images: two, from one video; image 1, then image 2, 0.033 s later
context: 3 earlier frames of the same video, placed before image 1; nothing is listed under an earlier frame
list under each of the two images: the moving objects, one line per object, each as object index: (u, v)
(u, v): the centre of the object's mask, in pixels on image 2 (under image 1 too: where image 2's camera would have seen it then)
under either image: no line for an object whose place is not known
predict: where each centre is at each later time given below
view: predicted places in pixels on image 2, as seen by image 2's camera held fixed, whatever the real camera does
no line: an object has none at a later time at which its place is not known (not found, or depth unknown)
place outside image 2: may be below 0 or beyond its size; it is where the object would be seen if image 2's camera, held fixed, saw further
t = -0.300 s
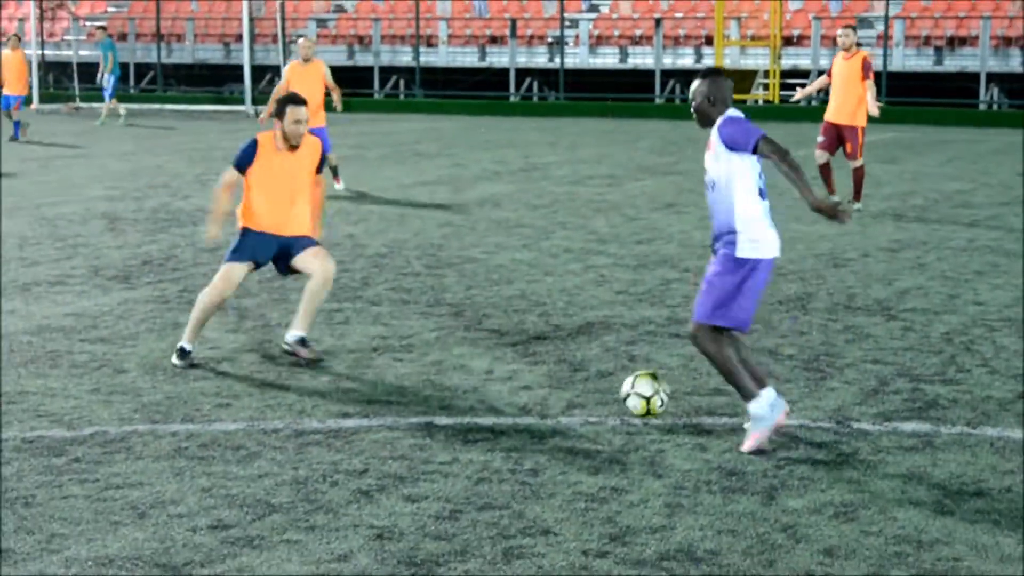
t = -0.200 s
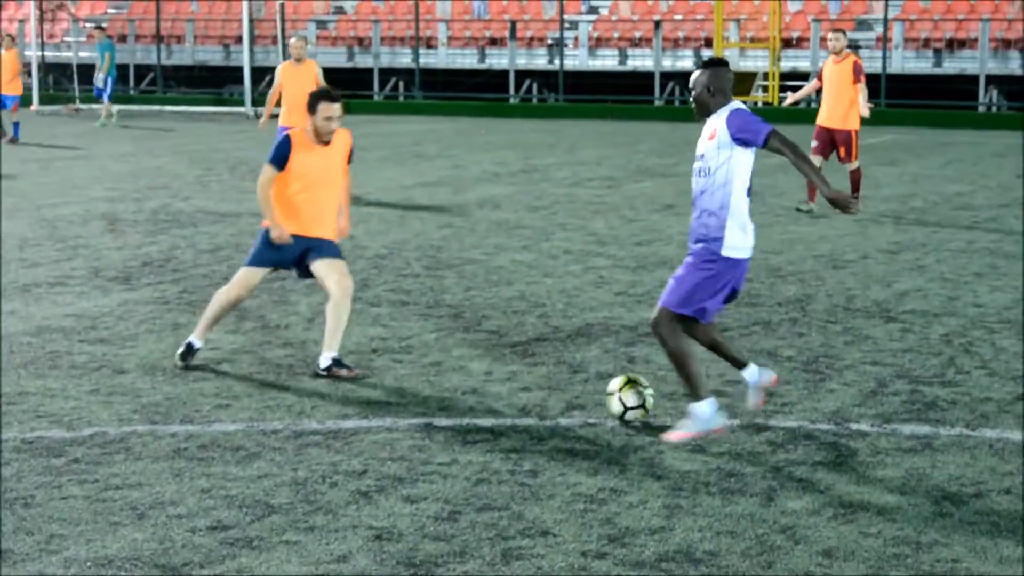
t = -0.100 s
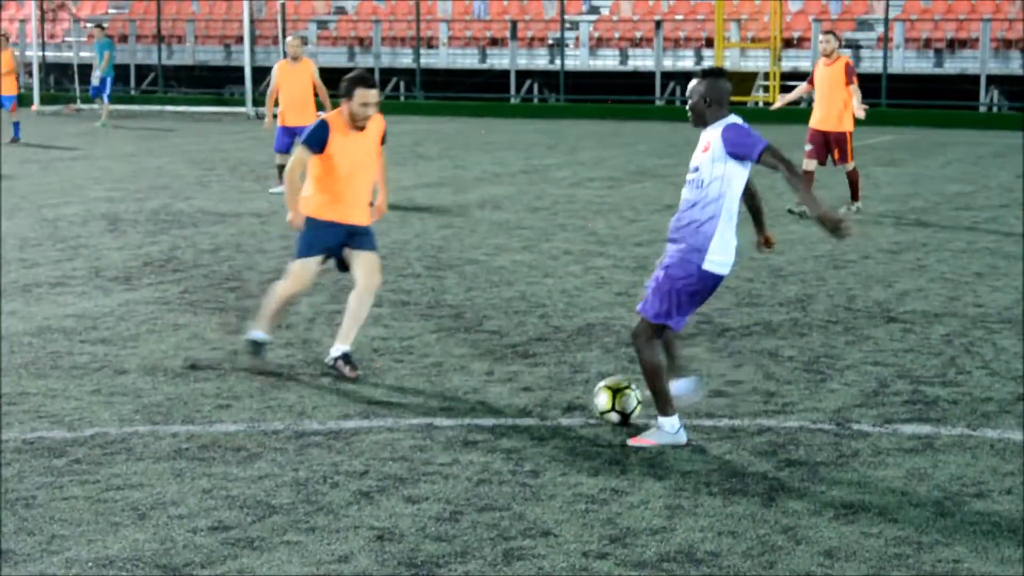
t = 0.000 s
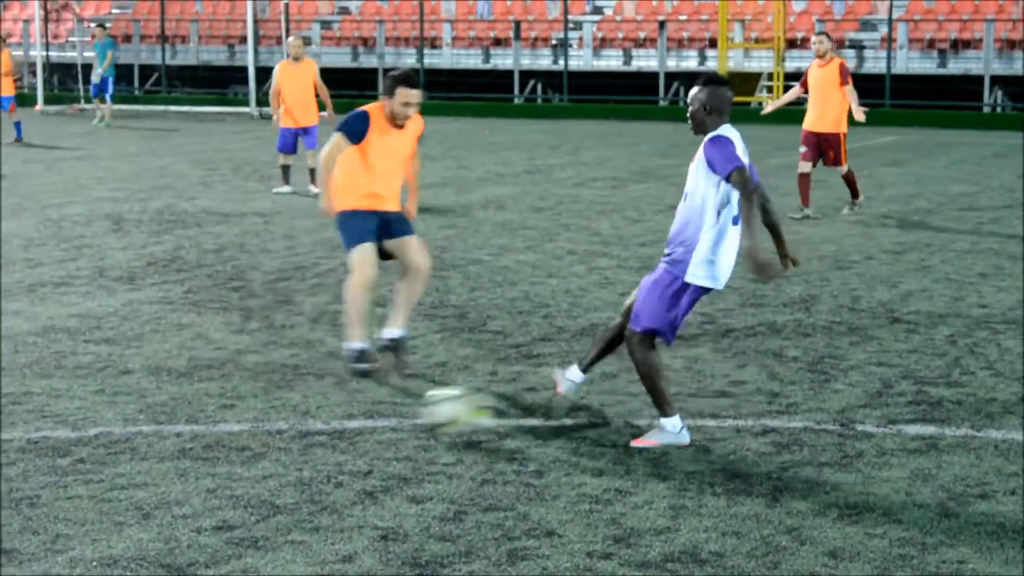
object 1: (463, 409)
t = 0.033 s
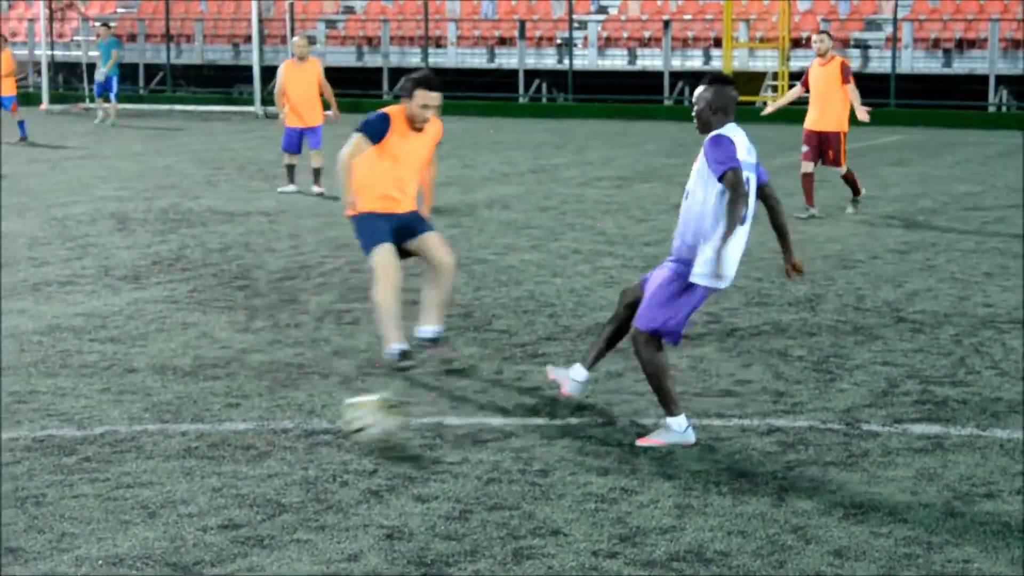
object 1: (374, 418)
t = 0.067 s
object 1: (329, 425)
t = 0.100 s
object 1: (245, 432)
